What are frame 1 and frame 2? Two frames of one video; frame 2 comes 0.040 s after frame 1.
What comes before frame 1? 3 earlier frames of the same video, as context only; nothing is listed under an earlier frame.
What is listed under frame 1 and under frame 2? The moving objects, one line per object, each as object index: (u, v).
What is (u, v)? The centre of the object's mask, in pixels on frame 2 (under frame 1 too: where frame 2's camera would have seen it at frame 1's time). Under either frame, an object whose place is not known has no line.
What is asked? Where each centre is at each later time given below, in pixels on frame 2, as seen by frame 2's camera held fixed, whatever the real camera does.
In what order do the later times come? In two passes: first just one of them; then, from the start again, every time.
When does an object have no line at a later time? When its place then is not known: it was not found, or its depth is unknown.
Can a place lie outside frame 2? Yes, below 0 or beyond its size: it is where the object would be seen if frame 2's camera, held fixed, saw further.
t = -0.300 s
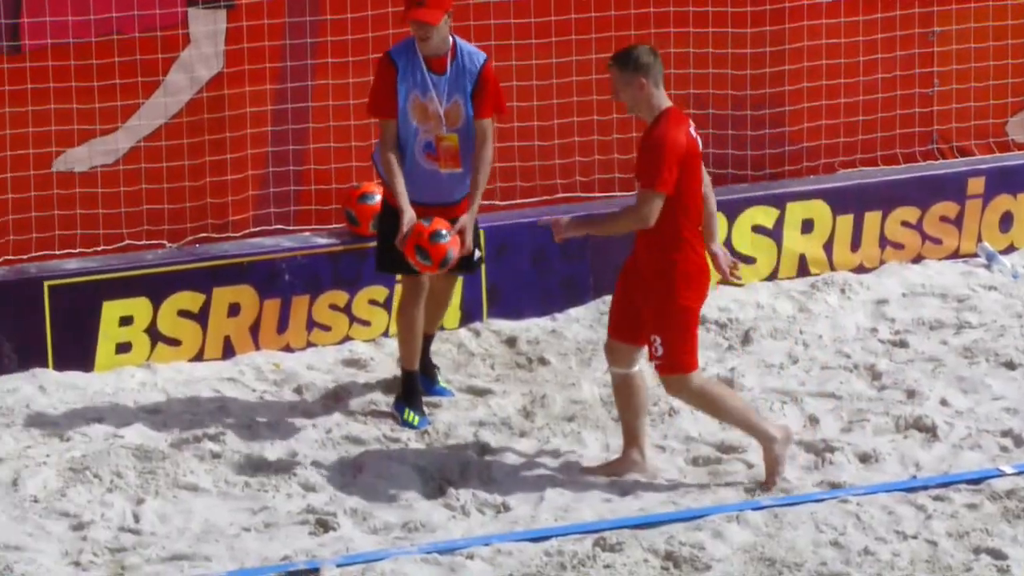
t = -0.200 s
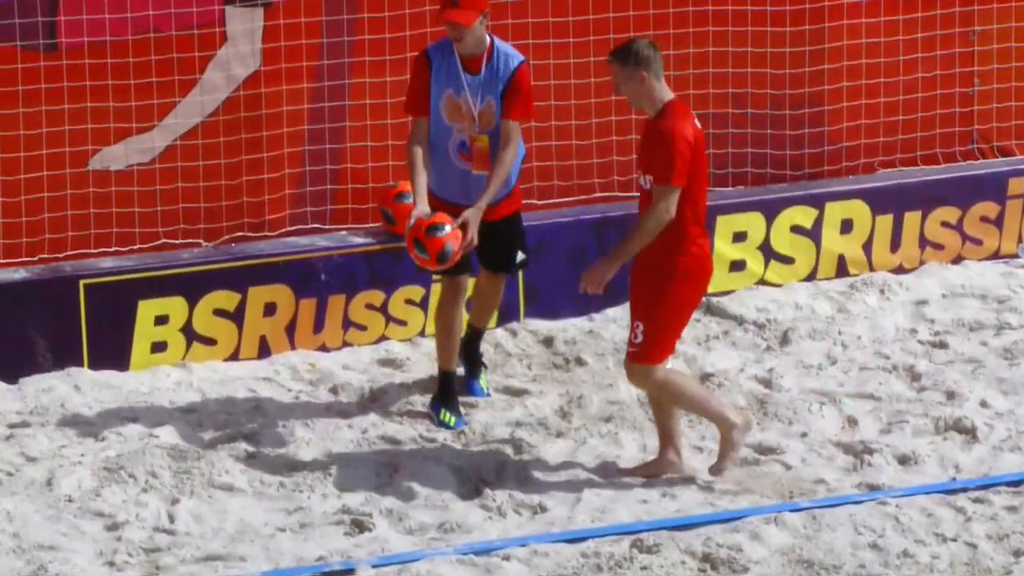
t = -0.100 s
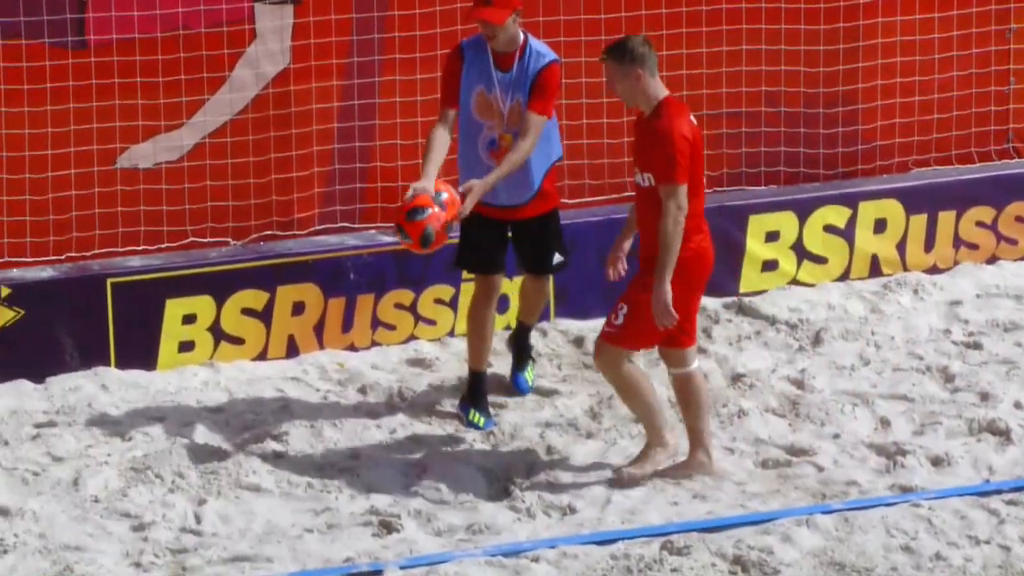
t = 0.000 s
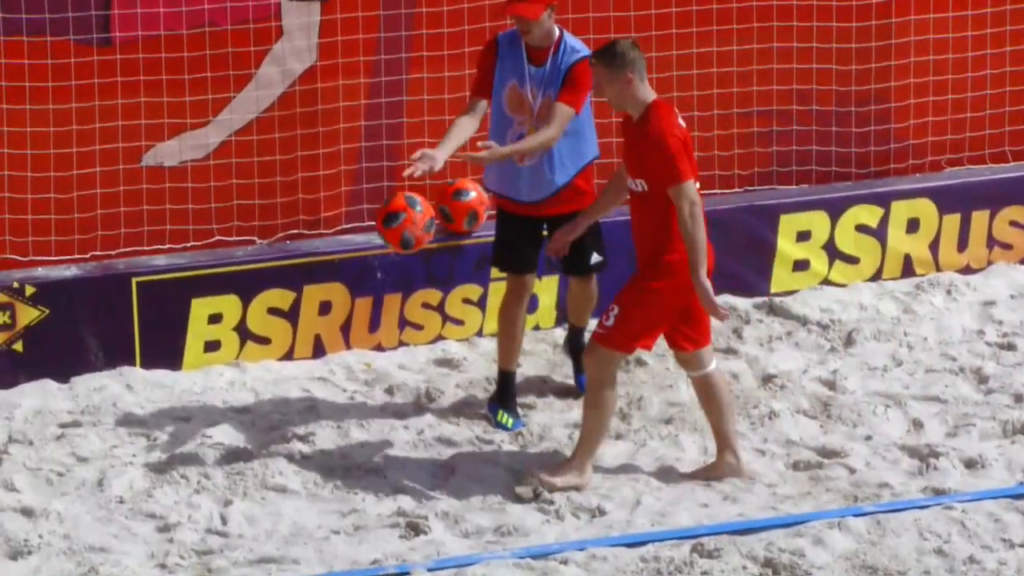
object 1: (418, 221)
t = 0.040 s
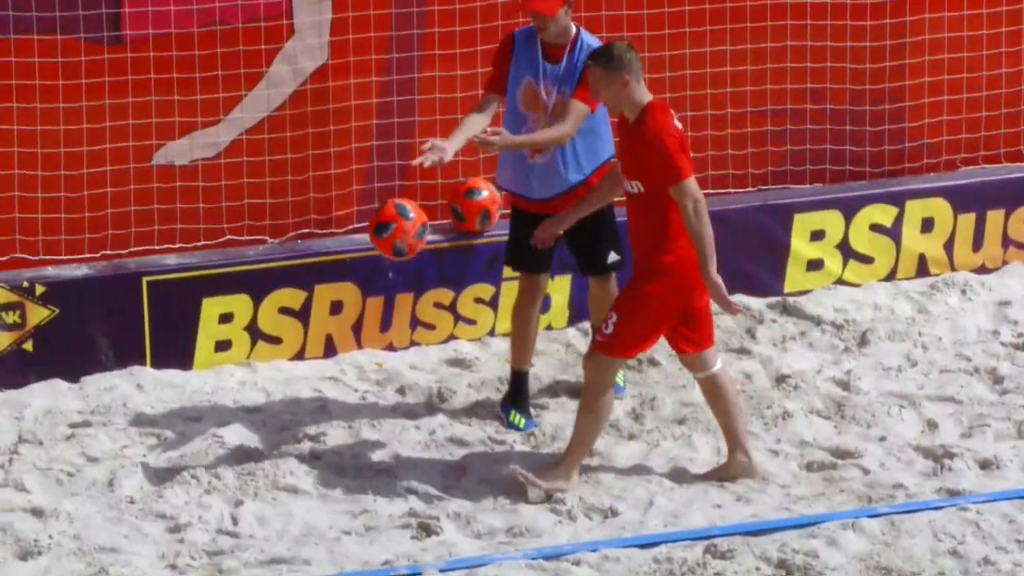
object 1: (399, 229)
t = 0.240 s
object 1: (302, 333)
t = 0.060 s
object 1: (389, 234)
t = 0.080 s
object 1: (379, 241)
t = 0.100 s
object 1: (369, 249)
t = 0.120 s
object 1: (360, 256)
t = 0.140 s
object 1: (350, 266)
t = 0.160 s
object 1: (341, 277)
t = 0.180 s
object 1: (332, 289)
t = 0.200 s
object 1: (322, 302)
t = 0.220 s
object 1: (311, 317)
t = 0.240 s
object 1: (302, 333)
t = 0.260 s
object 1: (293, 350)
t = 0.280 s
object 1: (282, 368)
